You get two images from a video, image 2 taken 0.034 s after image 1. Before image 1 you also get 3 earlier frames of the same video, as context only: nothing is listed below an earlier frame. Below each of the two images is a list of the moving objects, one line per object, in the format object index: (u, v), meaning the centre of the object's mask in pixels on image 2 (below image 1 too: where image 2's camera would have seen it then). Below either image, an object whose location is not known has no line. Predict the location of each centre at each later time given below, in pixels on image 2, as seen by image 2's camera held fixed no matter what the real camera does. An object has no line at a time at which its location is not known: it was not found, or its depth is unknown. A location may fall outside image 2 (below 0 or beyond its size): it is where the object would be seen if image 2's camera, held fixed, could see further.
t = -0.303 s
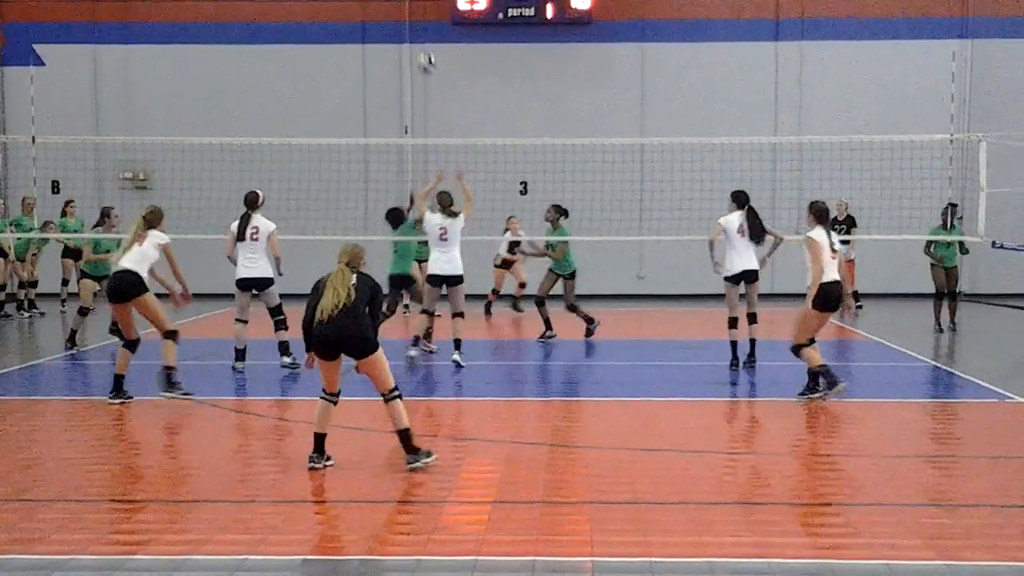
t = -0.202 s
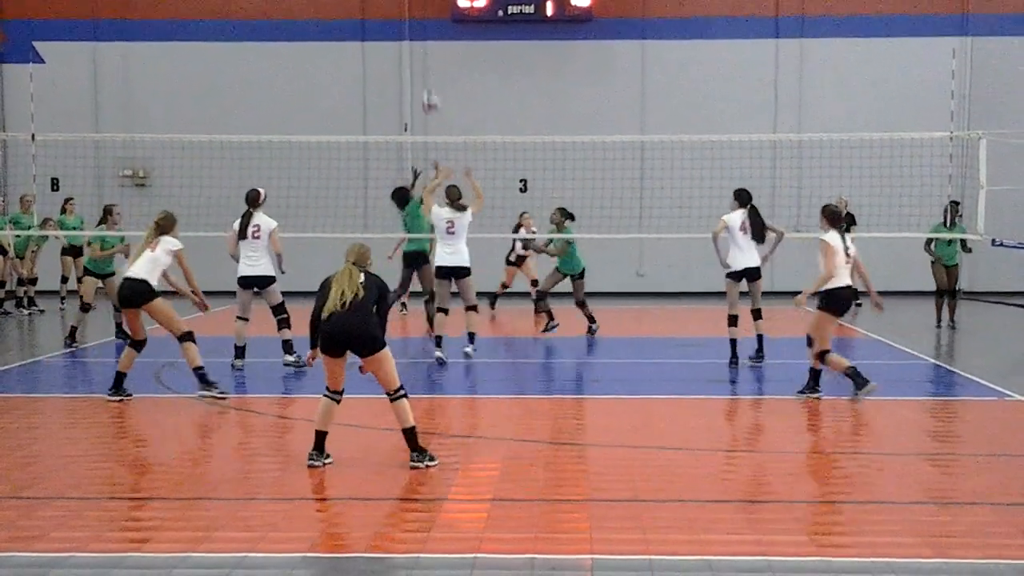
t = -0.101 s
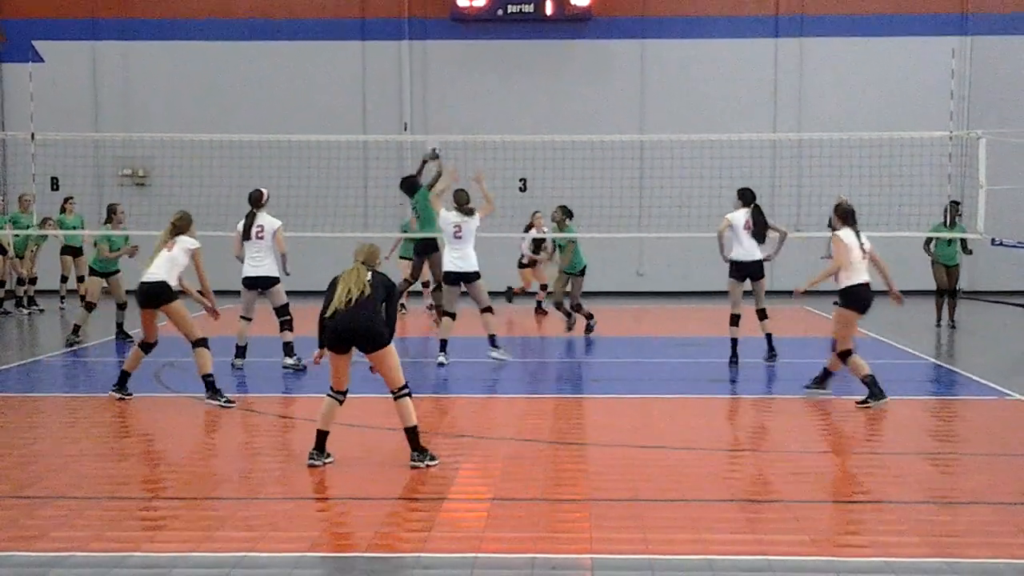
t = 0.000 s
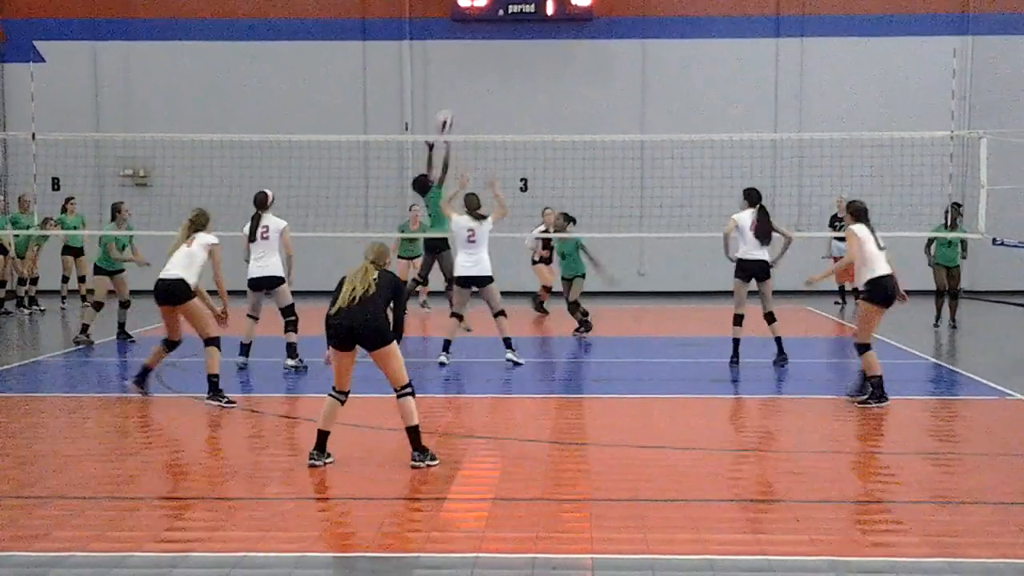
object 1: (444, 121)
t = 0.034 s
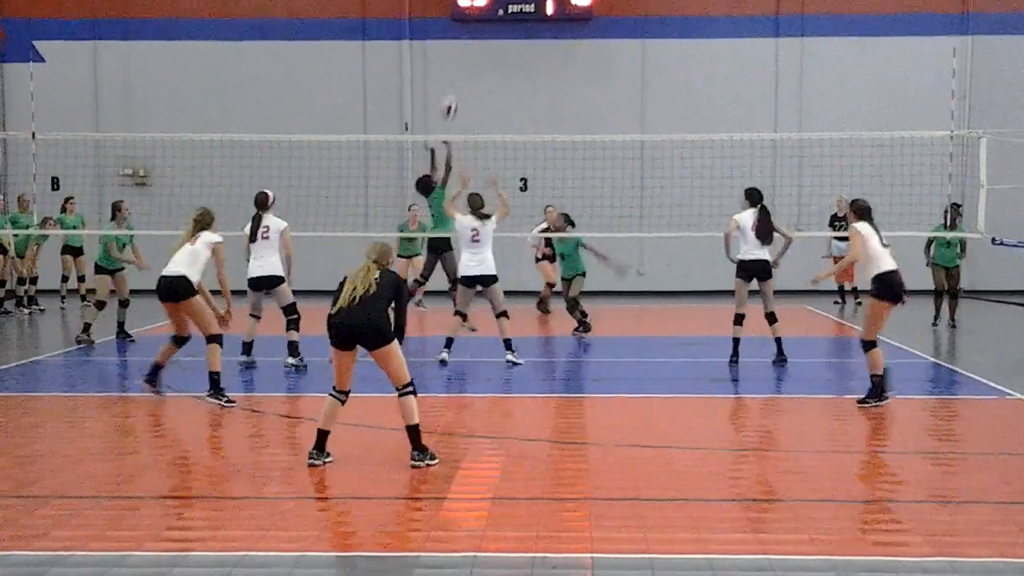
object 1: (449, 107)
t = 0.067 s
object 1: (453, 93)
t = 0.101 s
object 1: (457, 80)
